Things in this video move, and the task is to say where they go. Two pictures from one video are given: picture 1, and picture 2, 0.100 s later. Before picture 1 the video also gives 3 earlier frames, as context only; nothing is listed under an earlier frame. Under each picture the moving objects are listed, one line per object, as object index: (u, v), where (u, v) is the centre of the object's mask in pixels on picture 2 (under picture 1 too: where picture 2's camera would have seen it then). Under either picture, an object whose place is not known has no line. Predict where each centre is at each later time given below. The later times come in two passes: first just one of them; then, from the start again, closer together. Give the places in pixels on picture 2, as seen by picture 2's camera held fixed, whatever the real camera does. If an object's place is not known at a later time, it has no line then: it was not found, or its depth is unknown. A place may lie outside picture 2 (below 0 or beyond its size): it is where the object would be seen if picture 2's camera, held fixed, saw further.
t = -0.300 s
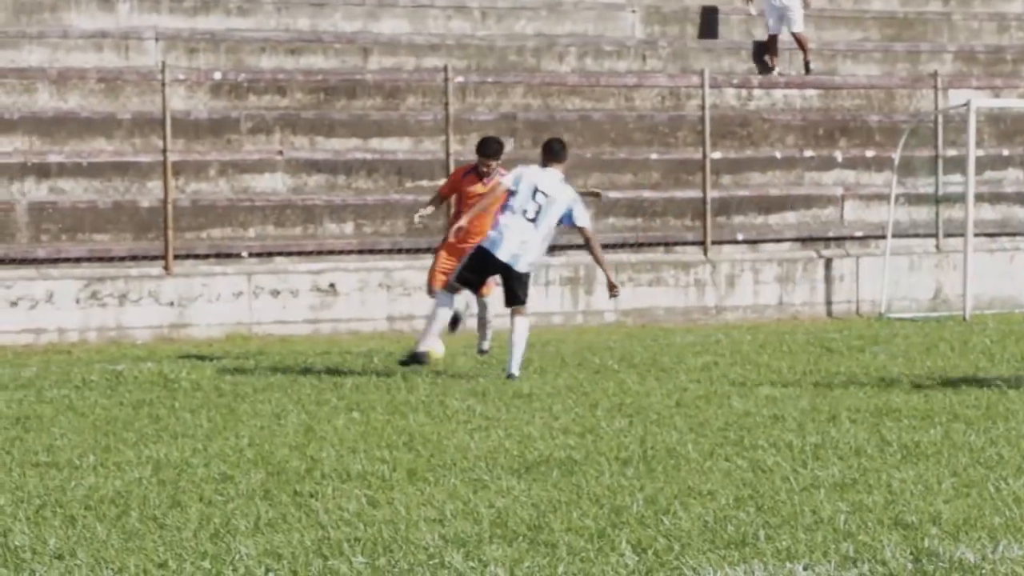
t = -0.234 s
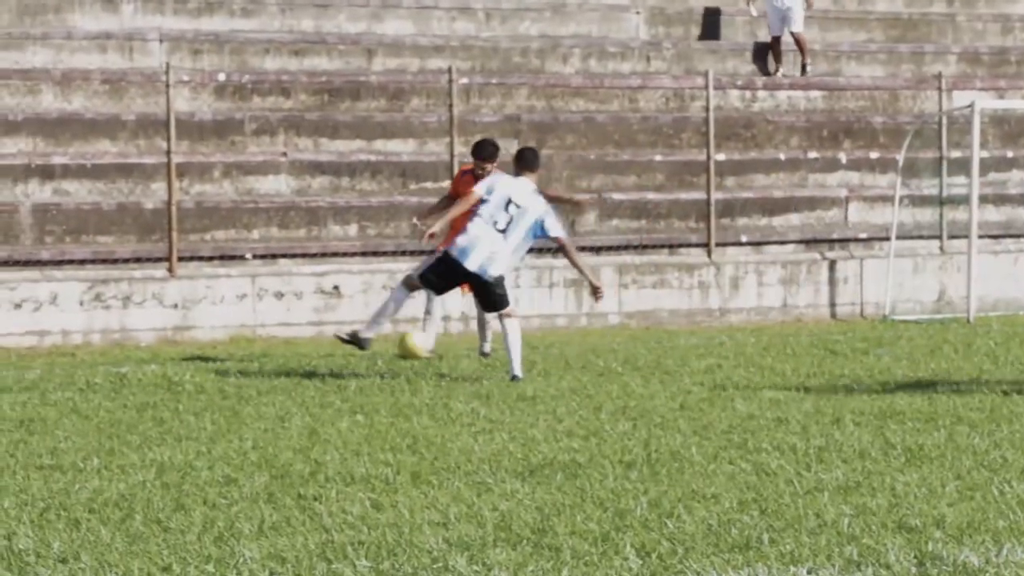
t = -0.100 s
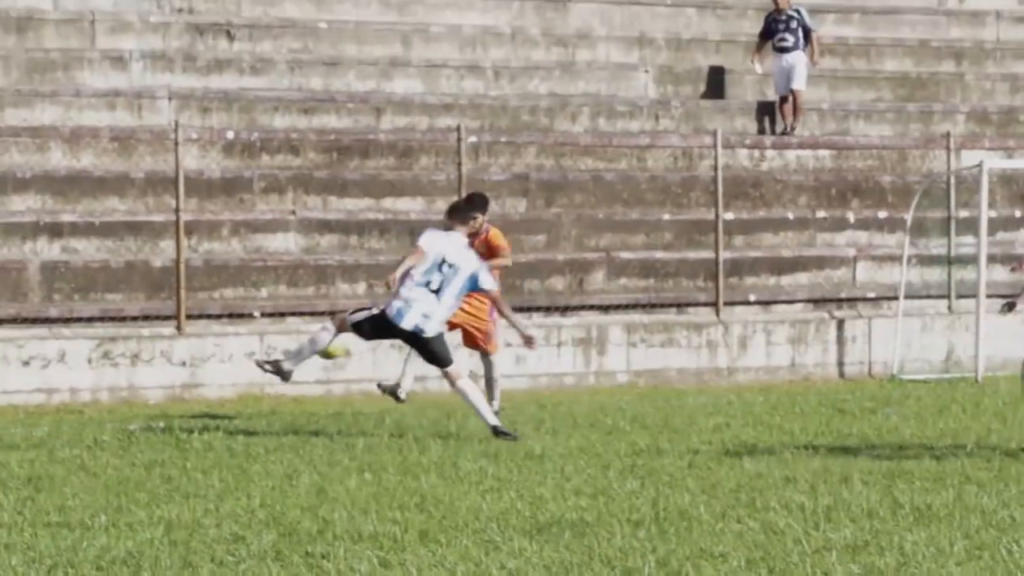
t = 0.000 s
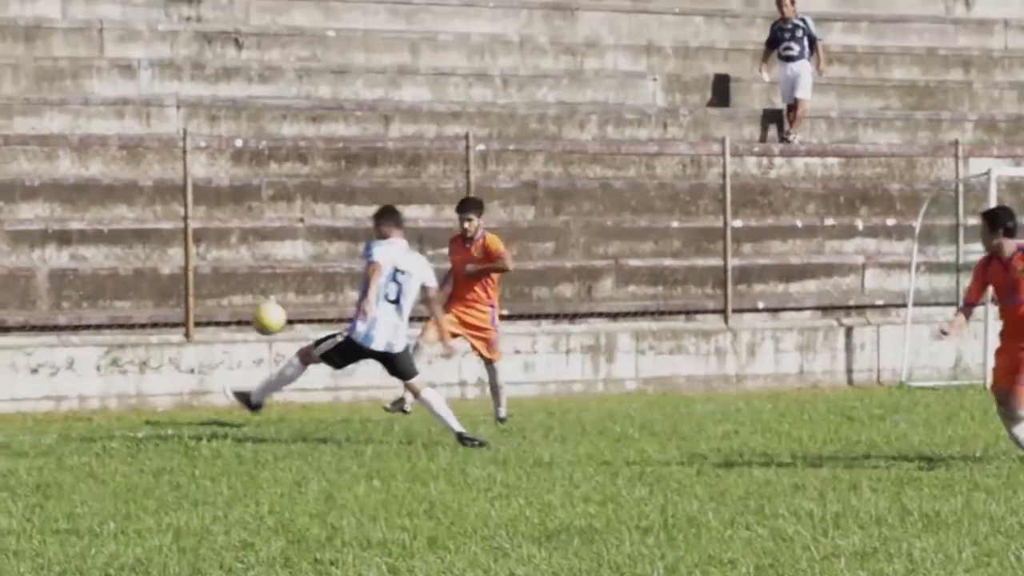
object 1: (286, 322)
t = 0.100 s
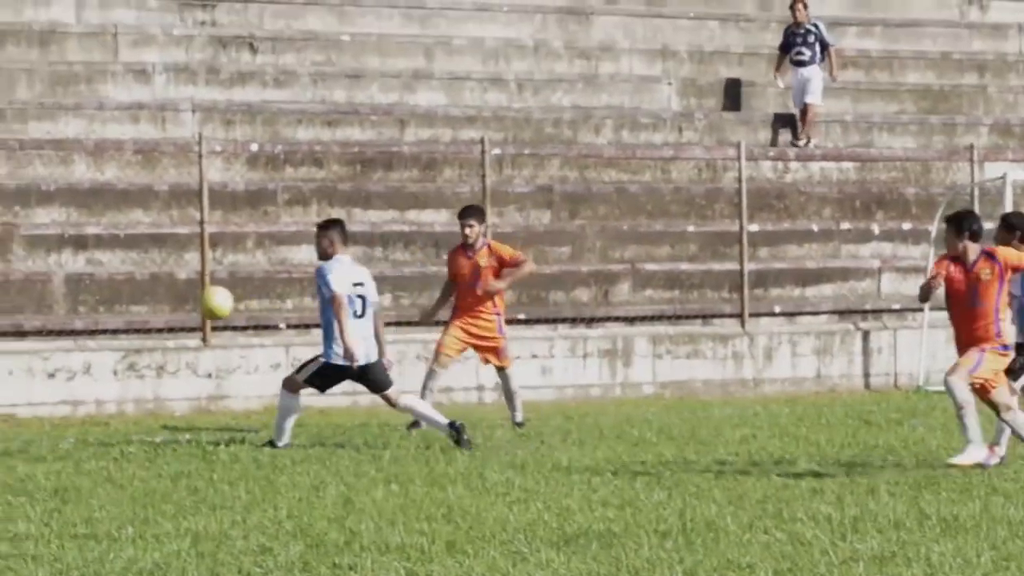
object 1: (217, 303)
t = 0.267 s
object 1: (96, 298)
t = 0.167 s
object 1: (168, 296)
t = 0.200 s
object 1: (145, 295)
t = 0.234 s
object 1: (121, 296)
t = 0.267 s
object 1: (96, 298)
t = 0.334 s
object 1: (46, 307)
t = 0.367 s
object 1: (23, 314)
